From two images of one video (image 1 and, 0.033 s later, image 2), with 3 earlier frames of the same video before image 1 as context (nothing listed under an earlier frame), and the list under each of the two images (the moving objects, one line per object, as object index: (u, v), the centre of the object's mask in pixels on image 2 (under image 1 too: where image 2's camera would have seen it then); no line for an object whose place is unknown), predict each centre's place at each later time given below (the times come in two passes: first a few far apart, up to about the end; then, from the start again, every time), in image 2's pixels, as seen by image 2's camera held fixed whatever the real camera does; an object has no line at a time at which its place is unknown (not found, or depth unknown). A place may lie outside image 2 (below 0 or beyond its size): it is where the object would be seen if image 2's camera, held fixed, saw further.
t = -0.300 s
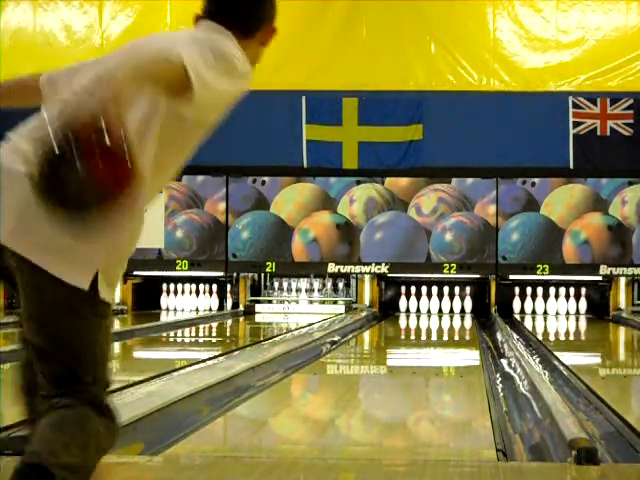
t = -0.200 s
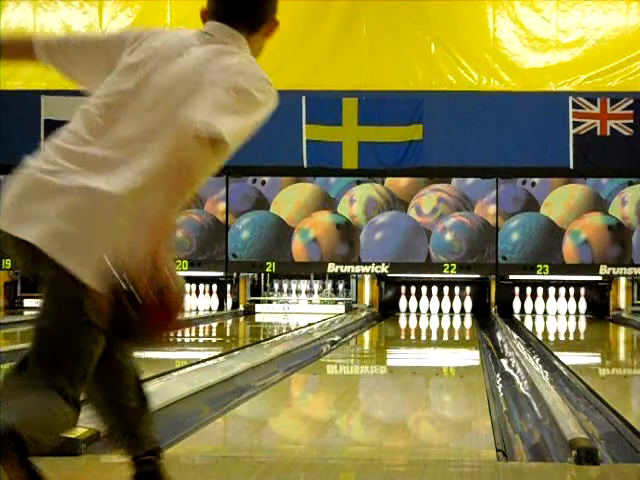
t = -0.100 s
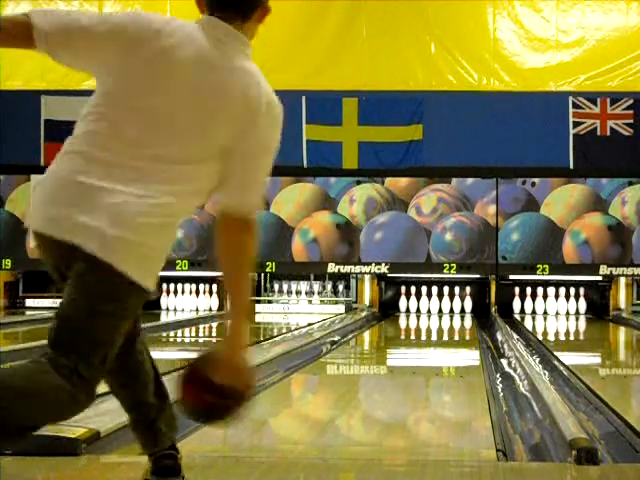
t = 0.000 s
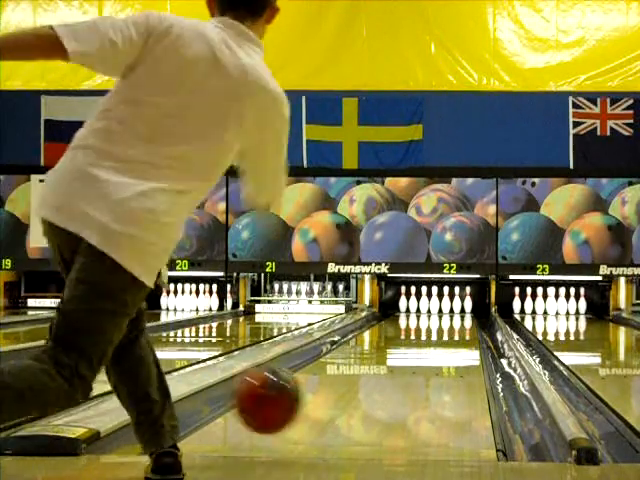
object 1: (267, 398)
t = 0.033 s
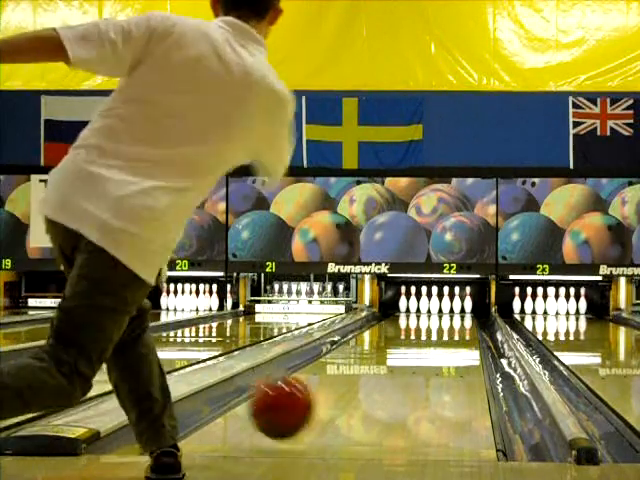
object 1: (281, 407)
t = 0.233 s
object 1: (342, 384)
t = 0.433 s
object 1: (378, 363)
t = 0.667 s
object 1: (406, 349)
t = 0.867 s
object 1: (422, 338)
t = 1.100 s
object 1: (436, 329)
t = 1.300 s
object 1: (444, 323)
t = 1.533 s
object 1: (451, 318)
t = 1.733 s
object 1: (455, 314)
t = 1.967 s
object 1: (452, 311)
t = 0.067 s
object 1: (294, 411)
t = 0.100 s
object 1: (305, 404)
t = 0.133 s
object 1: (315, 399)
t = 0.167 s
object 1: (325, 394)
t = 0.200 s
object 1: (334, 388)
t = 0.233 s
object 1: (342, 384)
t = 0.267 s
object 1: (349, 380)
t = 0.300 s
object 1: (356, 376)
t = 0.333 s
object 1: (362, 372)
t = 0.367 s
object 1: (367, 369)
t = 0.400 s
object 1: (372, 366)
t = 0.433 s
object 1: (378, 363)
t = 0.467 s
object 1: (383, 361)
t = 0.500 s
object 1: (387, 358)
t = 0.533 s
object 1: (391, 355)
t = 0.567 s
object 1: (395, 353)
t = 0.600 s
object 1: (400, 352)
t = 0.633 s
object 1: (403, 350)
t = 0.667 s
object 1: (406, 349)
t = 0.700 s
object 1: (409, 346)
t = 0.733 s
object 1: (412, 344)
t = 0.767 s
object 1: (415, 342)
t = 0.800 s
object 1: (417, 341)
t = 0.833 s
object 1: (421, 339)
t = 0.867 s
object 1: (422, 338)
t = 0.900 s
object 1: (425, 336)
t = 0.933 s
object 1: (427, 335)
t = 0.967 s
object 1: (429, 334)
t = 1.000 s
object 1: (430, 333)
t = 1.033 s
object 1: (432, 331)
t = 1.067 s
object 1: (434, 330)
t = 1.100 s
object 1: (436, 329)
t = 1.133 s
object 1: (437, 327)
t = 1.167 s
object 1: (439, 327)
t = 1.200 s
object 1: (441, 325)
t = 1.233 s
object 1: (442, 325)
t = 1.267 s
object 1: (443, 324)
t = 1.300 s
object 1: (444, 323)
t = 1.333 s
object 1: (445, 323)
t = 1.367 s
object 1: (447, 322)
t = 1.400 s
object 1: (449, 321)
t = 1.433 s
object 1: (450, 320)
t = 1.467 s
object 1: (451, 320)
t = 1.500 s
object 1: (452, 319)
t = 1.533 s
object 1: (451, 318)
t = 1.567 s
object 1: (452, 318)
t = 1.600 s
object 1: (453, 317)
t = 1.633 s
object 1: (453, 316)
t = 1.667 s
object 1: (454, 316)
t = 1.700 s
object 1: (454, 315)
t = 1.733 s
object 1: (455, 314)
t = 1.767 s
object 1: (454, 314)
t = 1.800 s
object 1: (455, 313)
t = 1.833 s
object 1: (454, 313)
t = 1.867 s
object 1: (454, 312)
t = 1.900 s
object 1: (454, 312)
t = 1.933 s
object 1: (453, 311)
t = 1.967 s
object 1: (452, 311)
